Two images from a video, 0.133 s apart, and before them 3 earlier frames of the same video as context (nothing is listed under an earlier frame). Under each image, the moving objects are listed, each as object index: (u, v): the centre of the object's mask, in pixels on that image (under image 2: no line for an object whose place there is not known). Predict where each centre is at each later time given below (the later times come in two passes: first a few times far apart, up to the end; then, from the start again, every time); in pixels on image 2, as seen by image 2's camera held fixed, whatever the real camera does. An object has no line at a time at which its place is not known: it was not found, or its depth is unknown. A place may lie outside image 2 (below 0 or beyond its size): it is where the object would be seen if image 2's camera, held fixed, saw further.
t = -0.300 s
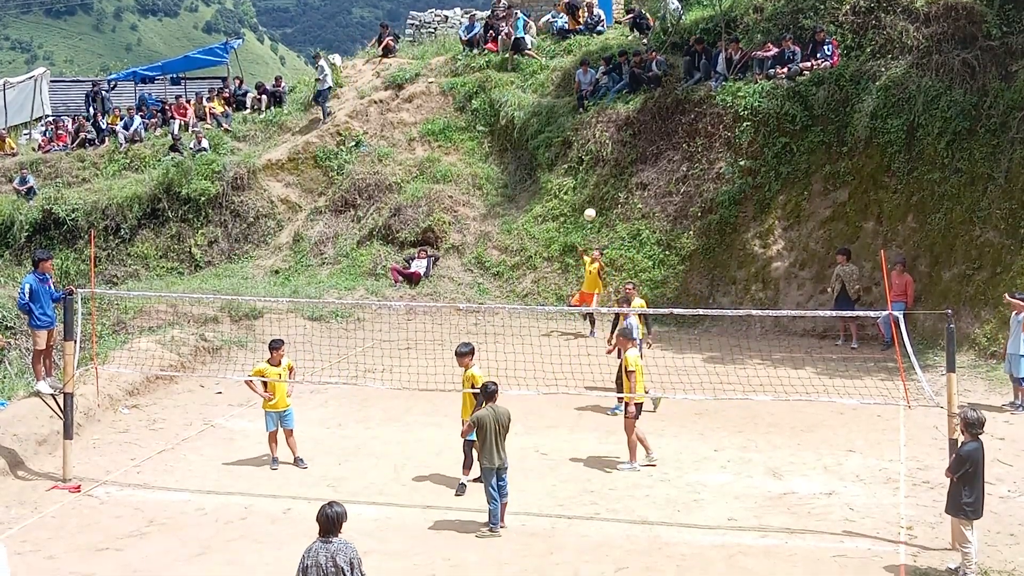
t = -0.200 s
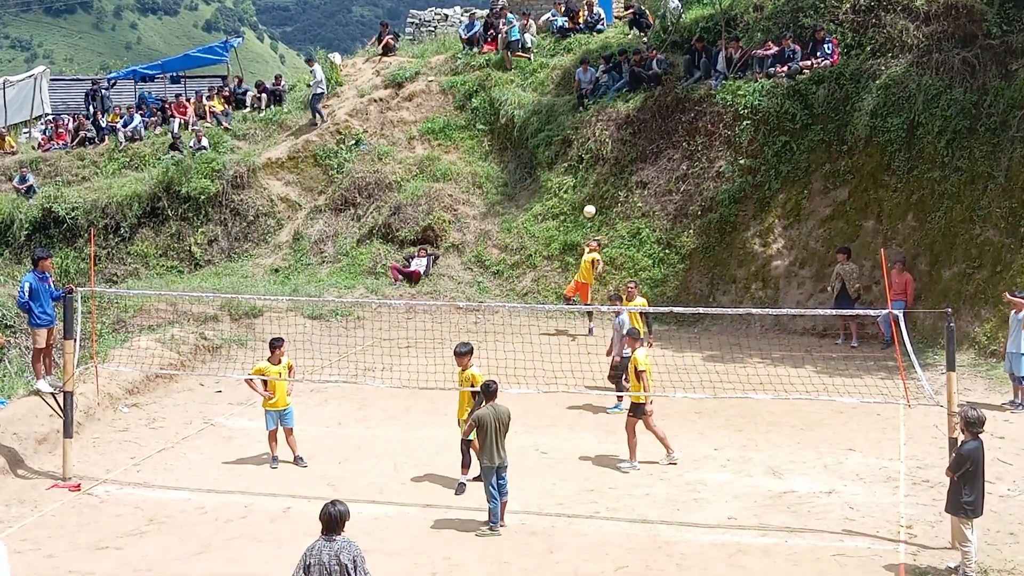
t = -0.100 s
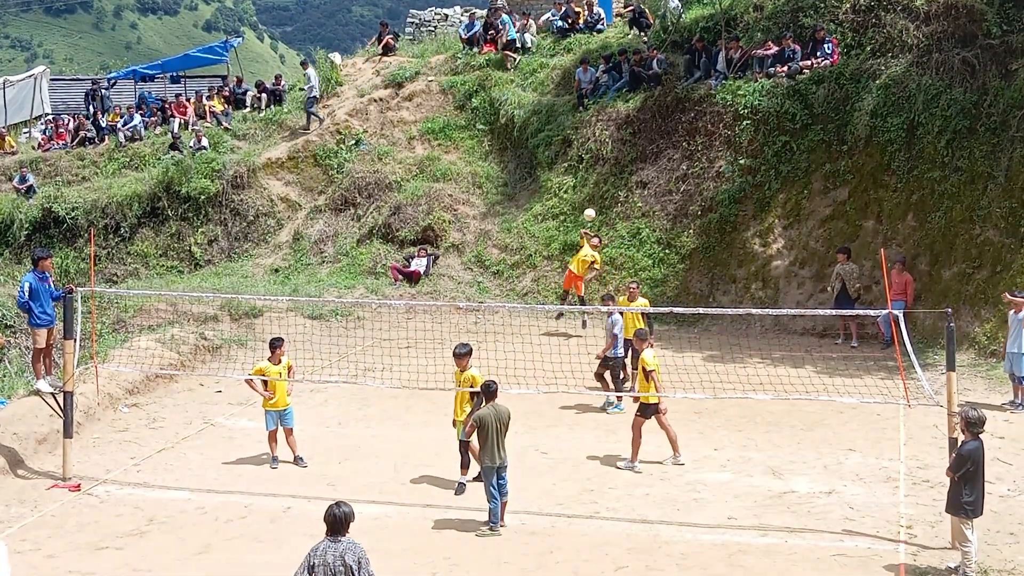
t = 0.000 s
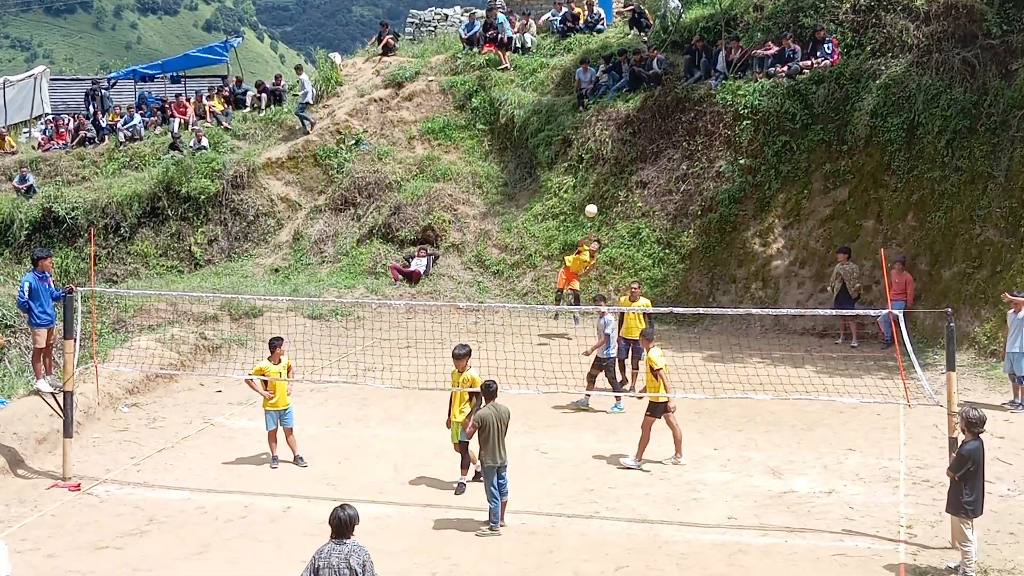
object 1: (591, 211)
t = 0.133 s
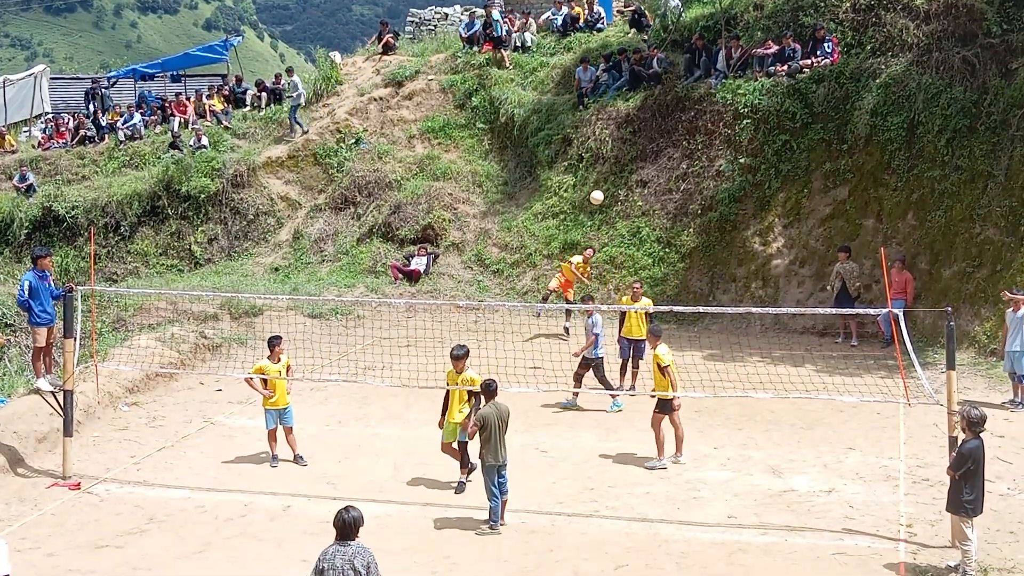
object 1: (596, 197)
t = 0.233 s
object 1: (603, 194)
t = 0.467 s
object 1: (626, 215)
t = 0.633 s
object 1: (651, 266)
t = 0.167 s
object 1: (598, 196)
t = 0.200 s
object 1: (601, 195)
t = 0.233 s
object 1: (603, 194)
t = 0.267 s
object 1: (606, 194)
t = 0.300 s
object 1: (609, 195)
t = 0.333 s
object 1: (612, 197)
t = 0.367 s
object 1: (615, 199)
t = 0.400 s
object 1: (619, 203)
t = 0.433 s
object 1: (622, 208)
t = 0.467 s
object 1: (626, 215)
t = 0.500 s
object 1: (631, 223)
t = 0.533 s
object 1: (635, 231)
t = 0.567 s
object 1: (640, 241)
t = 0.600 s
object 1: (645, 253)
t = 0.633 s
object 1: (651, 266)
